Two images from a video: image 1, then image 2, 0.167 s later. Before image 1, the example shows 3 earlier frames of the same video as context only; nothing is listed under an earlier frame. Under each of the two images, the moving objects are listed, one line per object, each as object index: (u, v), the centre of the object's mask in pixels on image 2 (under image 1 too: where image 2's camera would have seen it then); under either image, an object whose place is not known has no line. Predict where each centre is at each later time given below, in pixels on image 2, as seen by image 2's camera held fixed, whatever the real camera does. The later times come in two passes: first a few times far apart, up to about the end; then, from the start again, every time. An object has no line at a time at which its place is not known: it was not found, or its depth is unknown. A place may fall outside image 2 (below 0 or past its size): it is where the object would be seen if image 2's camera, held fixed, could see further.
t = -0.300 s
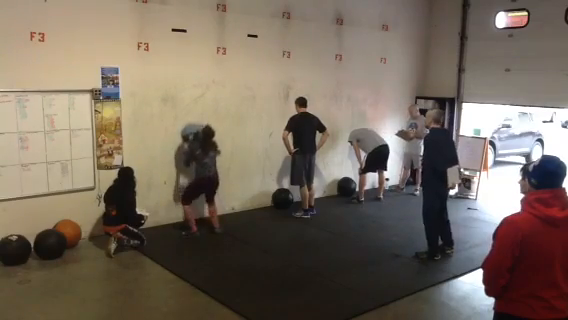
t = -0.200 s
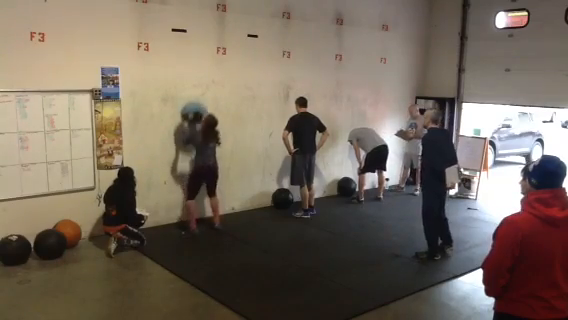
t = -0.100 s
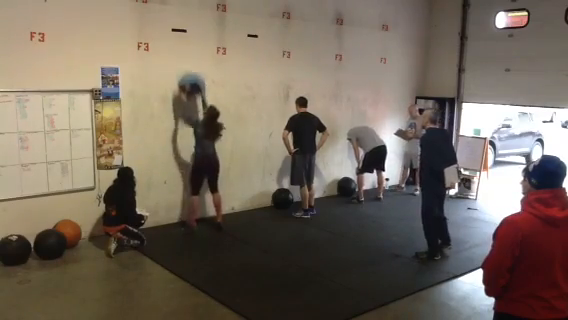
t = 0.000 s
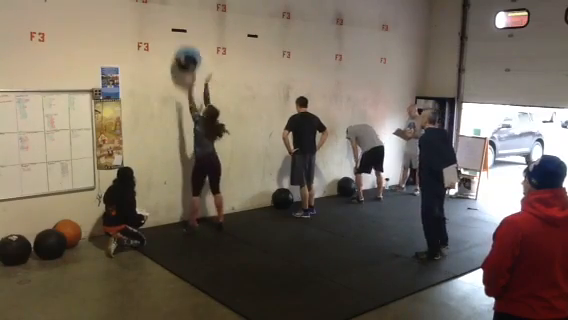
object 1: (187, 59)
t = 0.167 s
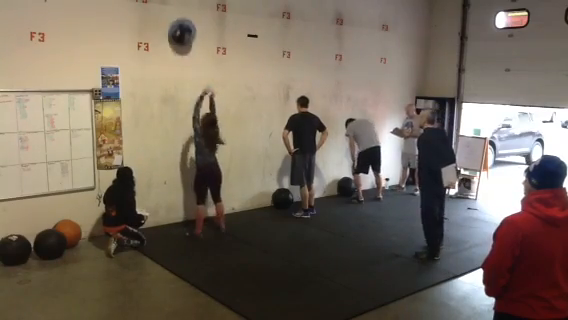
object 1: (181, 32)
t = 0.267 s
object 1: (185, 27)
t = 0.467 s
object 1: (192, 43)
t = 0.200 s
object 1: (183, 30)
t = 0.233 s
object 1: (184, 28)
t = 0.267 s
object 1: (185, 27)
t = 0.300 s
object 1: (186, 27)
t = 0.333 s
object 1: (187, 27)
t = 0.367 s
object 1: (188, 31)
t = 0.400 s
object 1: (190, 33)
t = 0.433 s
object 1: (191, 38)
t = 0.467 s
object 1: (192, 43)
